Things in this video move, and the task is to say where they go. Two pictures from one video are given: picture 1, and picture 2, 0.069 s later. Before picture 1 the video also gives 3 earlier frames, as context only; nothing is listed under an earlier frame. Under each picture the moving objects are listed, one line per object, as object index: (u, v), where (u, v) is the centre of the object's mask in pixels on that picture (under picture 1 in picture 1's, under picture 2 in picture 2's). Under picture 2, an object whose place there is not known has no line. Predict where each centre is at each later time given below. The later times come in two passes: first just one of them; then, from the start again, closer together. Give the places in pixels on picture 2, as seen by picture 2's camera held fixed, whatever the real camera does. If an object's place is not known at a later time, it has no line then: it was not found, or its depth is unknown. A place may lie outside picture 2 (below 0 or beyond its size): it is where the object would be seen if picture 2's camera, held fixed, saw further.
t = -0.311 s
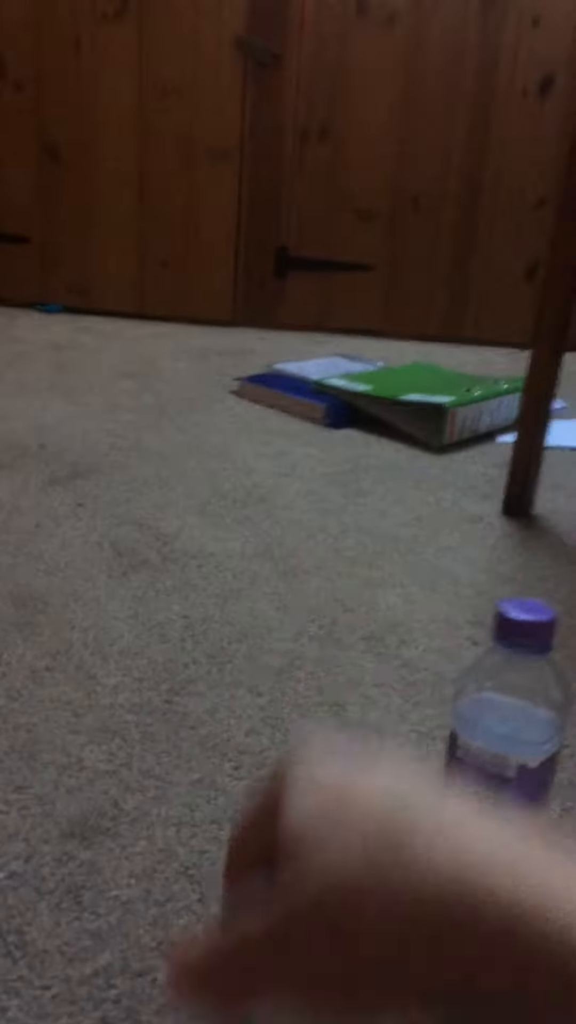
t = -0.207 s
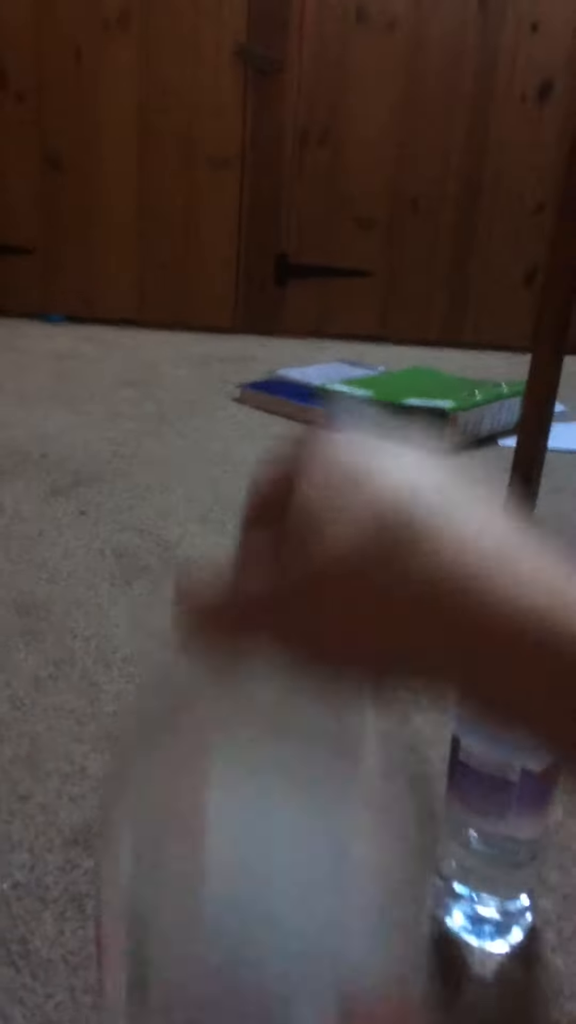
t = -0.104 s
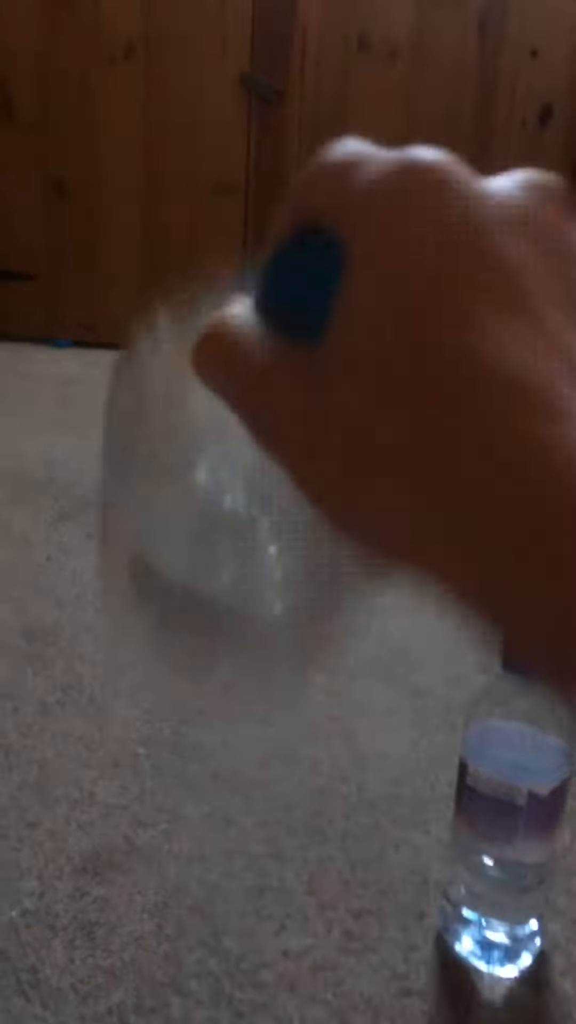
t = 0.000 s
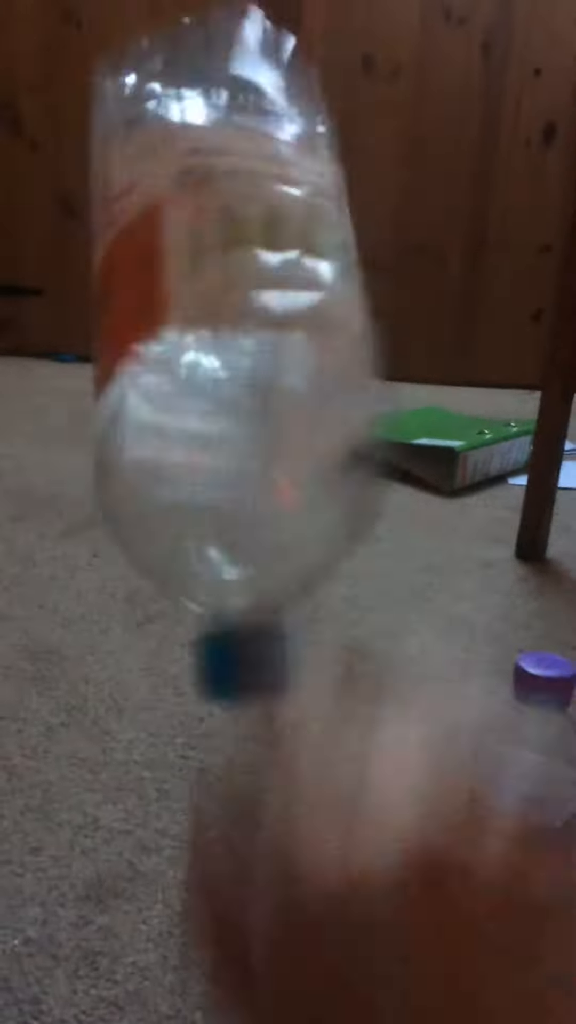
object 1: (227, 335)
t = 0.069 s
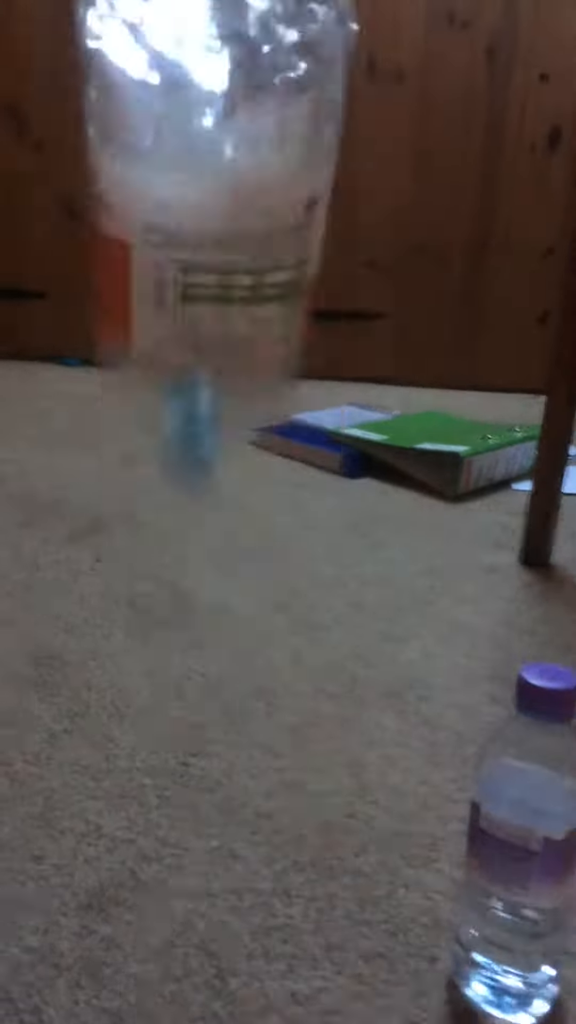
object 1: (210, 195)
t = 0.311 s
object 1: (167, 519)
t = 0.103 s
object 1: (208, 144)
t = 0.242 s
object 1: (182, 322)
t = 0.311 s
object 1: (167, 519)
